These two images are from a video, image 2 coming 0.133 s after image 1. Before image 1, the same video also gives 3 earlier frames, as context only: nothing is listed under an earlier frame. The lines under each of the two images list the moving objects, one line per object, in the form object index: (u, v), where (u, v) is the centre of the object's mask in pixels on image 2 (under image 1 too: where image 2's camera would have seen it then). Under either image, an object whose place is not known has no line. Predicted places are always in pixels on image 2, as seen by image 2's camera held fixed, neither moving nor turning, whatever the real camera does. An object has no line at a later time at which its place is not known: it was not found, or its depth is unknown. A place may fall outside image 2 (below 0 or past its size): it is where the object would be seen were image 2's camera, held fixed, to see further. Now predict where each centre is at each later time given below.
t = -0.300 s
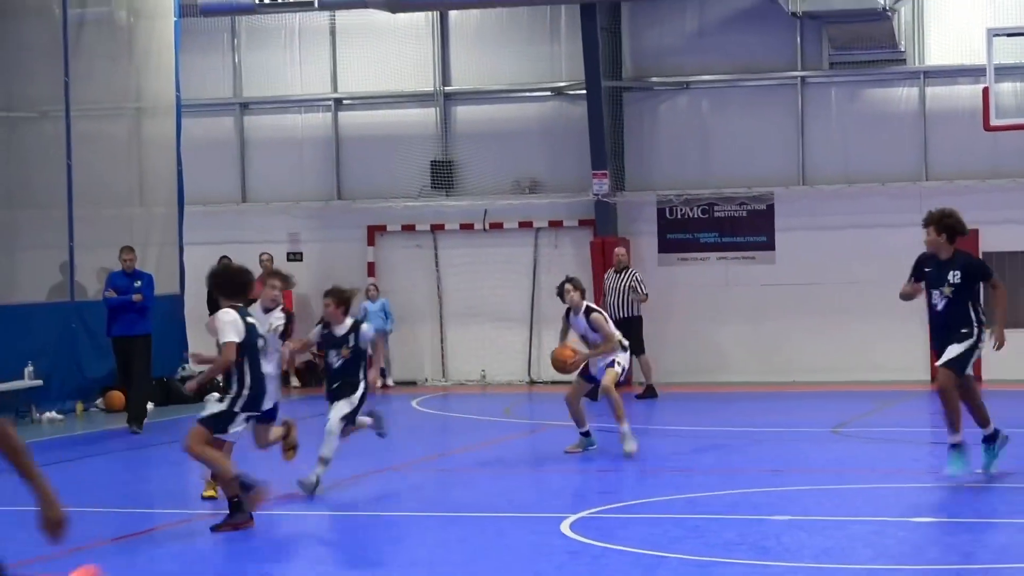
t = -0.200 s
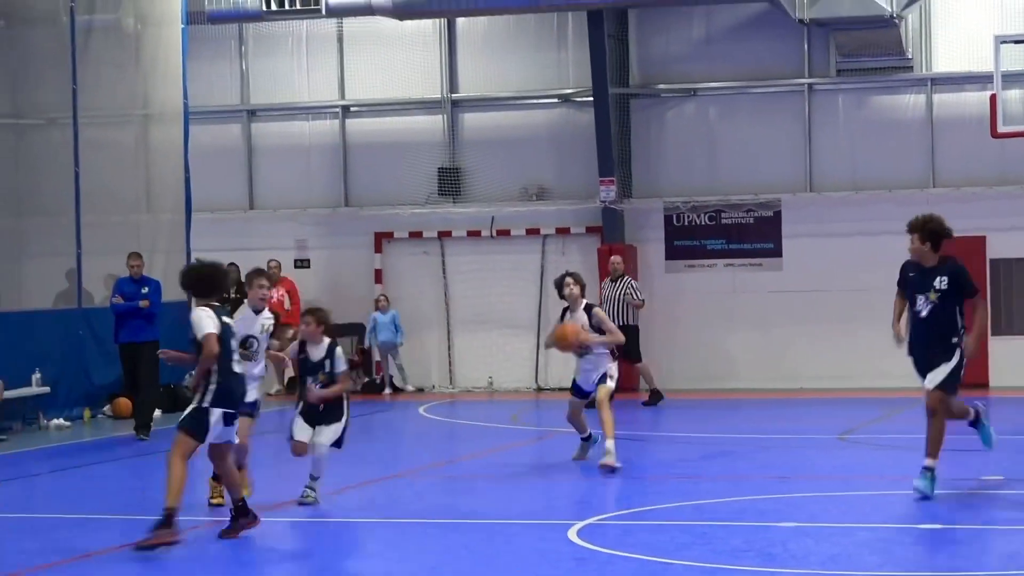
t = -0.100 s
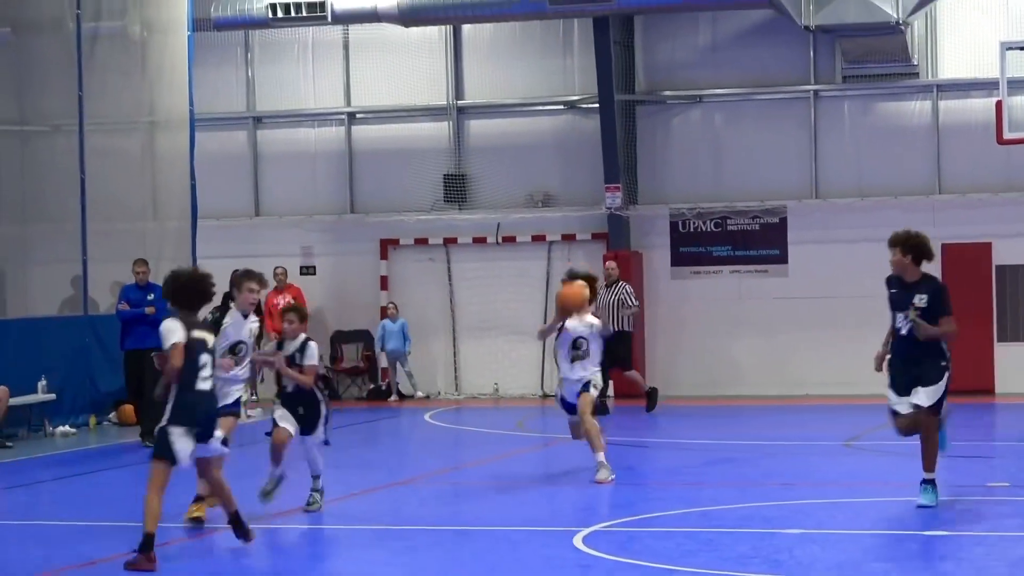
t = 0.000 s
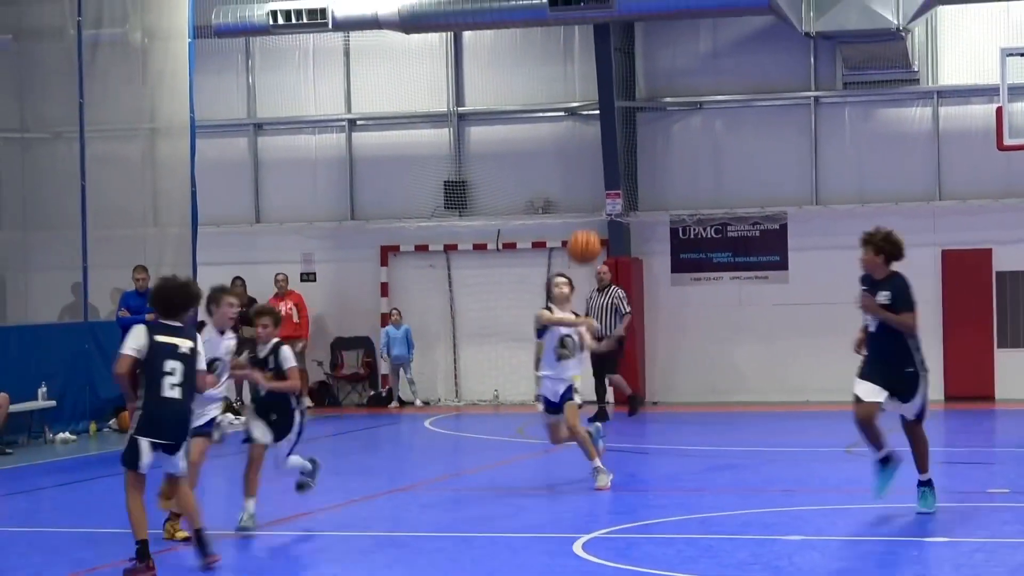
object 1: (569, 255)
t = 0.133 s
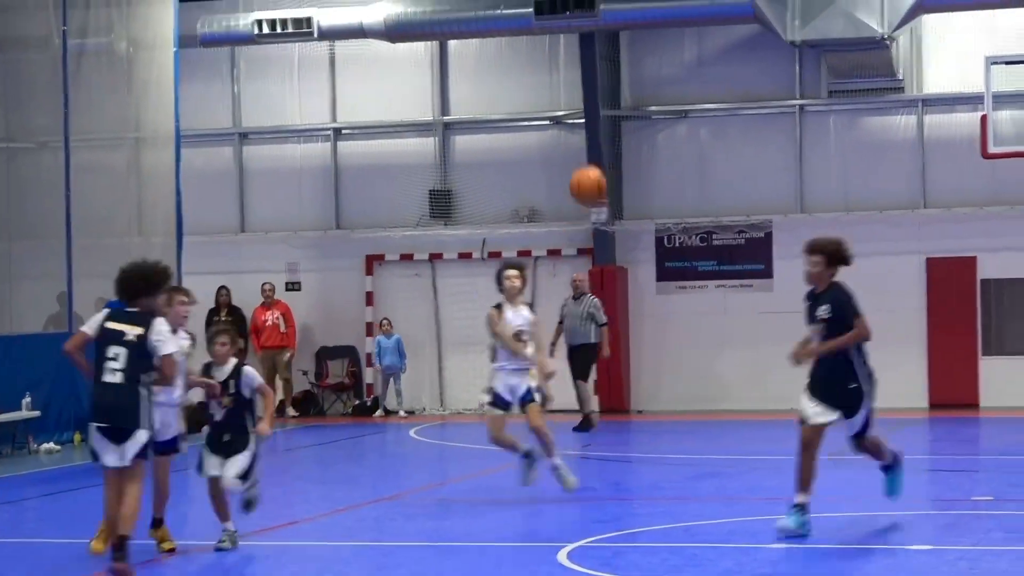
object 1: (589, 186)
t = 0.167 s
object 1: (594, 169)
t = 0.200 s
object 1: (601, 153)
